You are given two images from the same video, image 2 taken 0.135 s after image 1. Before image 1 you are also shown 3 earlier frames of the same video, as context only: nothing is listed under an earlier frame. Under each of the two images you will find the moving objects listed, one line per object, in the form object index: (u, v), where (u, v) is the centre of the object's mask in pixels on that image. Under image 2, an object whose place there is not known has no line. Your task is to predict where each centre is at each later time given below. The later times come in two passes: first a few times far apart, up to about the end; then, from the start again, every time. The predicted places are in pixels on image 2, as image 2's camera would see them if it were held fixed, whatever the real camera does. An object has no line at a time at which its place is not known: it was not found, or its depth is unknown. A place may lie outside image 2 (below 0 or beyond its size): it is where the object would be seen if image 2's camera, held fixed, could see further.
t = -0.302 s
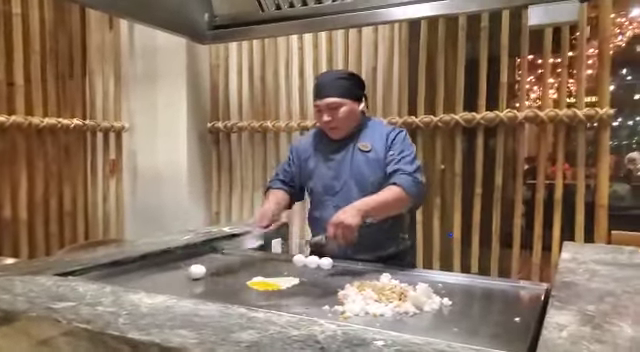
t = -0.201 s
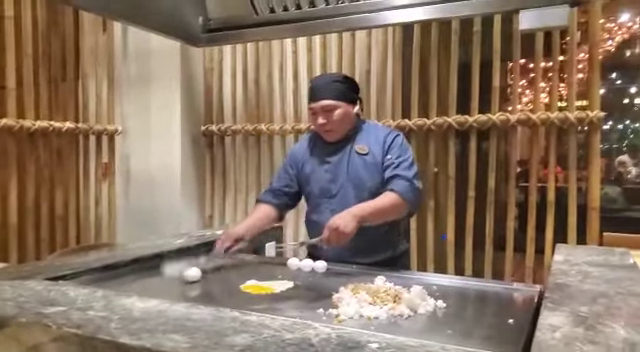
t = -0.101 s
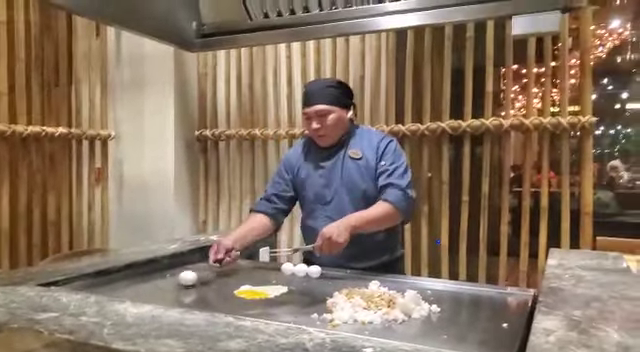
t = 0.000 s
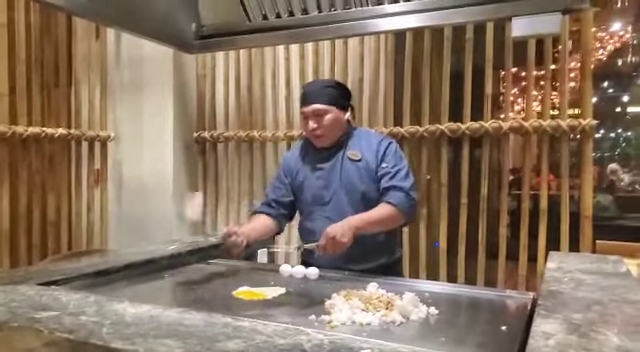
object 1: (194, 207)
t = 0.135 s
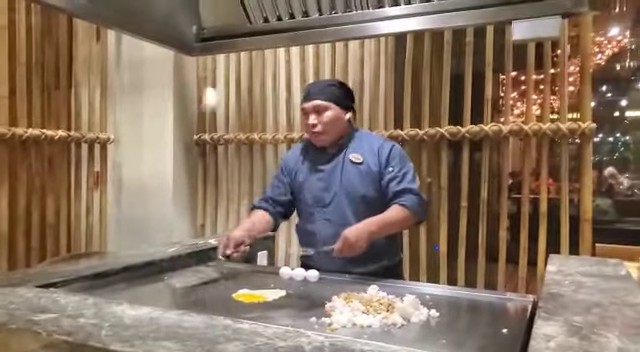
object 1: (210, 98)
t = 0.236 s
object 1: (221, 51)
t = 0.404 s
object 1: (239, 41)
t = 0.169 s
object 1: (214, 81)
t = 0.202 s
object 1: (218, 63)
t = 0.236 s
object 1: (221, 51)
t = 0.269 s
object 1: (224, 44)
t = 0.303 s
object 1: (228, 37)
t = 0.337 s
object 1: (232, 35)
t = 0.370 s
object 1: (234, 36)
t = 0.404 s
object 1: (239, 41)
